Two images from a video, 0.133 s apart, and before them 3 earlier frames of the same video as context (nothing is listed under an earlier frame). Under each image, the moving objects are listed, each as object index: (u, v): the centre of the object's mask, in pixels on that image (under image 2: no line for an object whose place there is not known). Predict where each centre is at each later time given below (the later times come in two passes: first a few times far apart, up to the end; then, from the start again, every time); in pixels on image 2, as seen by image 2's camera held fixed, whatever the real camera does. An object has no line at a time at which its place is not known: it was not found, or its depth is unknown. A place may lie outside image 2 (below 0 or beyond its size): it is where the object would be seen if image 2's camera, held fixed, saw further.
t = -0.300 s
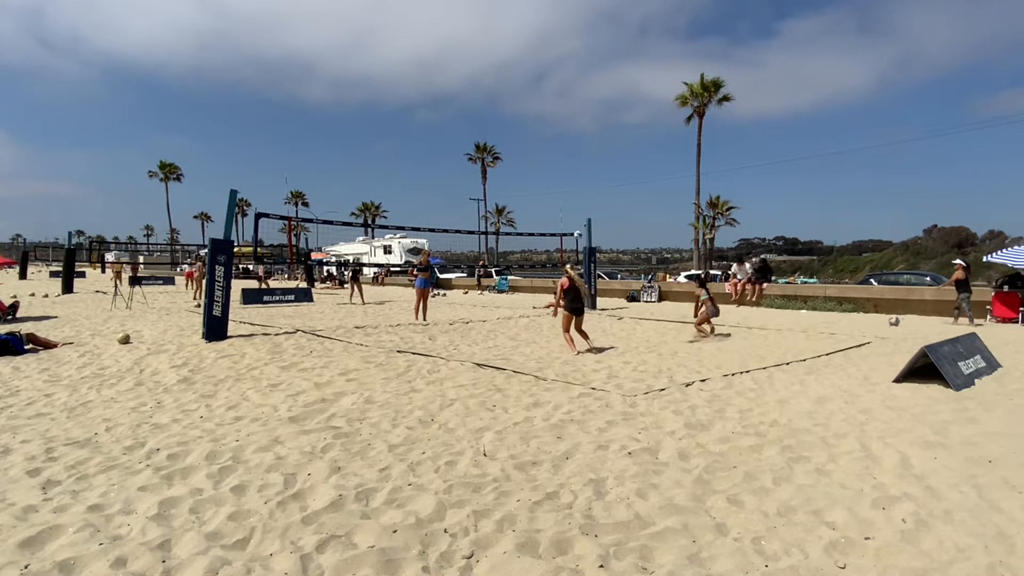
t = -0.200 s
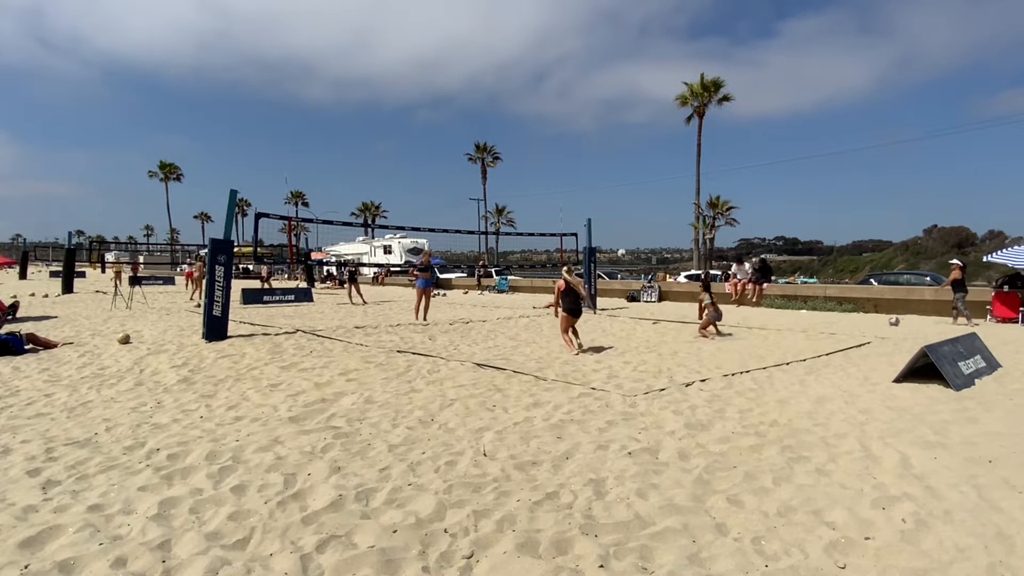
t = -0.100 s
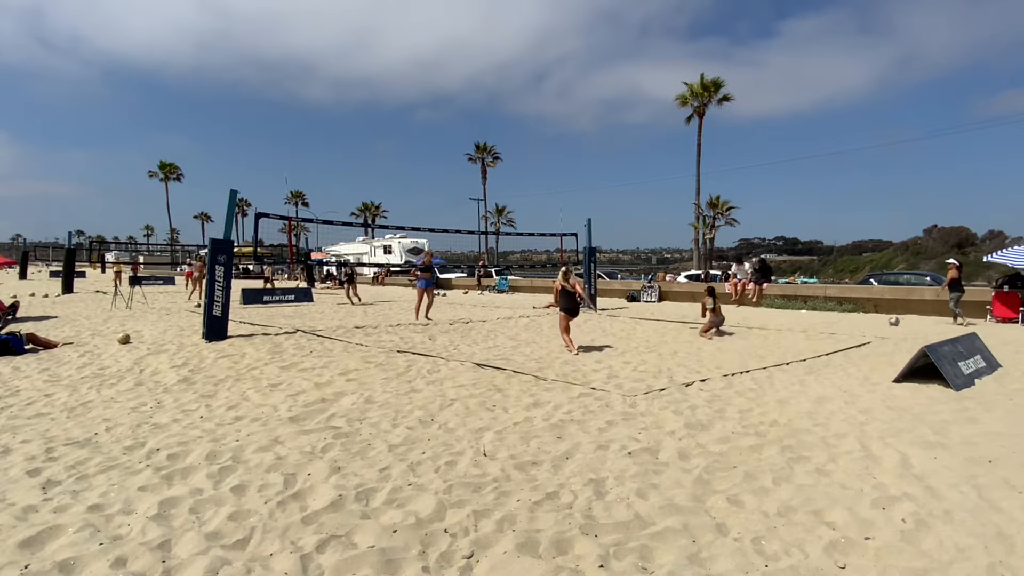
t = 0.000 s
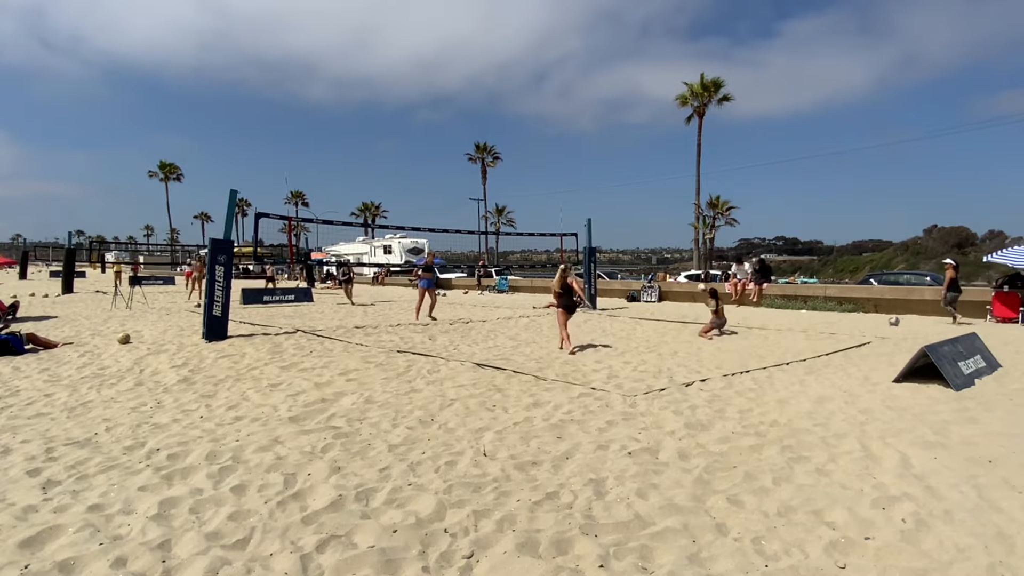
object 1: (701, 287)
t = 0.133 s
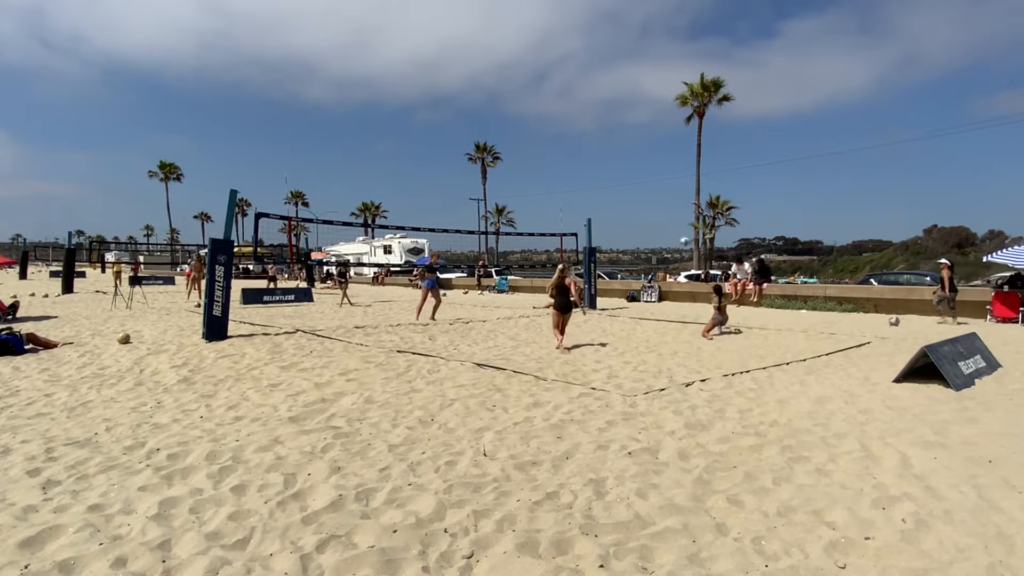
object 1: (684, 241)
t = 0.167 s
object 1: (681, 230)
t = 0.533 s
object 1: (639, 150)
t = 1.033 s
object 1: (588, 141)
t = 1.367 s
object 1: (558, 198)
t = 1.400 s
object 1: (555, 206)
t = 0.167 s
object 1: (681, 230)
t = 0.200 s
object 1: (677, 221)
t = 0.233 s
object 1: (673, 211)
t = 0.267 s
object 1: (669, 202)
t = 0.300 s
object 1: (665, 193)
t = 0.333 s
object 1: (661, 186)
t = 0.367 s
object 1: (657, 179)
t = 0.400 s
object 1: (653, 172)
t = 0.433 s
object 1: (650, 165)
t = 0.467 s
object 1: (646, 160)
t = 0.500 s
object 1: (643, 154)
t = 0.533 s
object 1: (639, 150)
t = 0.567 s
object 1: (635, 146)
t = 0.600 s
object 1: (632, 142)
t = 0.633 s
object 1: (628, 139)
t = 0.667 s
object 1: (625, 137)
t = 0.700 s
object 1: (621, 134)
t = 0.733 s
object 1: (618, 133)
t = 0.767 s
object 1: (614, 132)
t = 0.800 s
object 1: (611, 131)
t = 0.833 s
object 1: (608, 131)
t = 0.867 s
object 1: (604, 131)
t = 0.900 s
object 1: (601, 132)
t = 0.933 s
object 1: (598, 134)
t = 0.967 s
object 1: (594, 136)
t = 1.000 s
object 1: (591, 138)
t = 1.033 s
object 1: (588, 141)
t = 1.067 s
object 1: (585, 145)
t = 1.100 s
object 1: (582, 149)
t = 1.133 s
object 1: (578, 154)
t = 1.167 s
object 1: (575, 158)
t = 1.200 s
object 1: (572, 164)
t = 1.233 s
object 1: (570, 170)
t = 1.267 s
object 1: (567, 176)
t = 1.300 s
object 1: (564, 183)
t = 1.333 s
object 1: (561, 190)
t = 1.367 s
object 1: (558, 198)
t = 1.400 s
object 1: (555, 206)
